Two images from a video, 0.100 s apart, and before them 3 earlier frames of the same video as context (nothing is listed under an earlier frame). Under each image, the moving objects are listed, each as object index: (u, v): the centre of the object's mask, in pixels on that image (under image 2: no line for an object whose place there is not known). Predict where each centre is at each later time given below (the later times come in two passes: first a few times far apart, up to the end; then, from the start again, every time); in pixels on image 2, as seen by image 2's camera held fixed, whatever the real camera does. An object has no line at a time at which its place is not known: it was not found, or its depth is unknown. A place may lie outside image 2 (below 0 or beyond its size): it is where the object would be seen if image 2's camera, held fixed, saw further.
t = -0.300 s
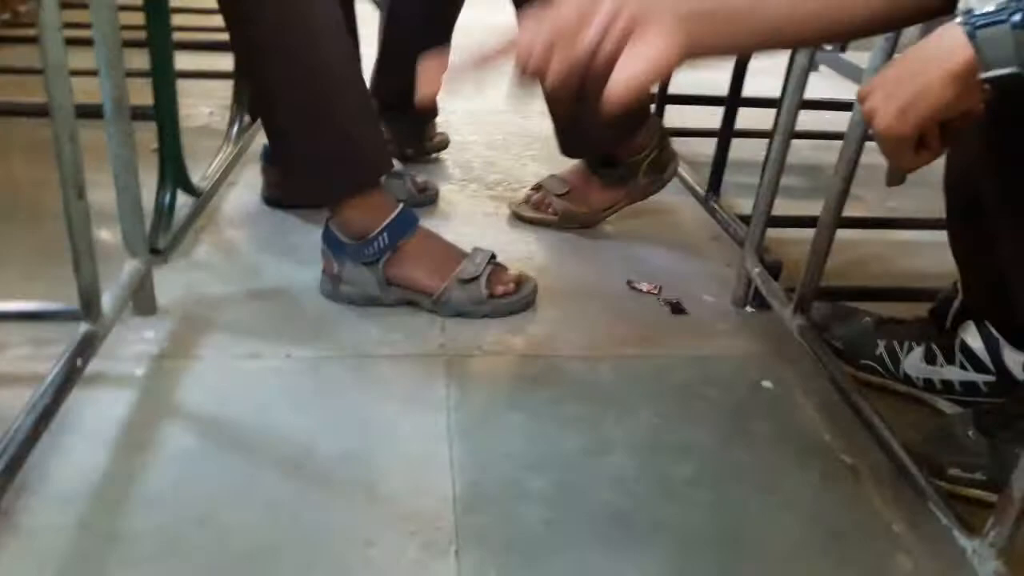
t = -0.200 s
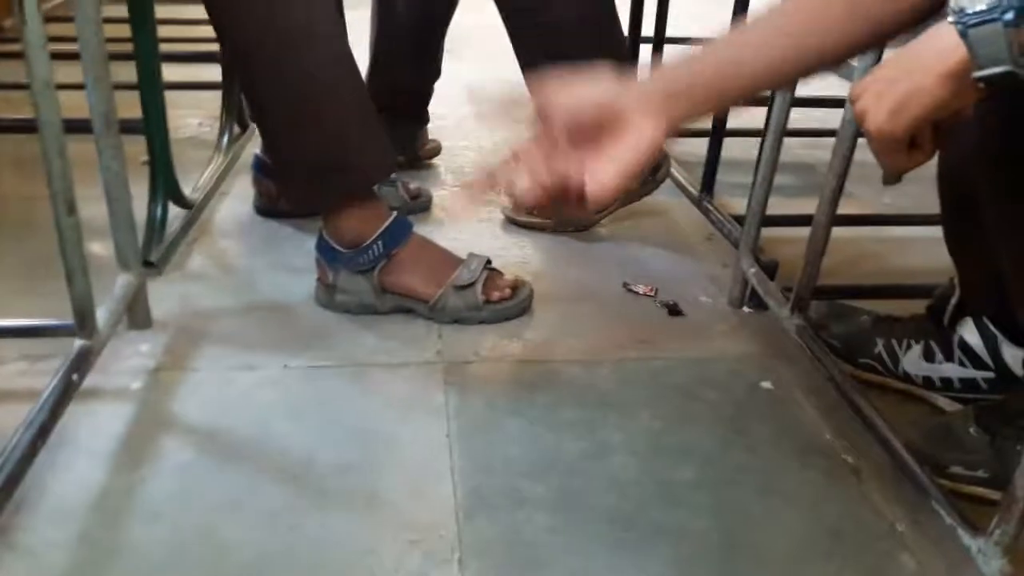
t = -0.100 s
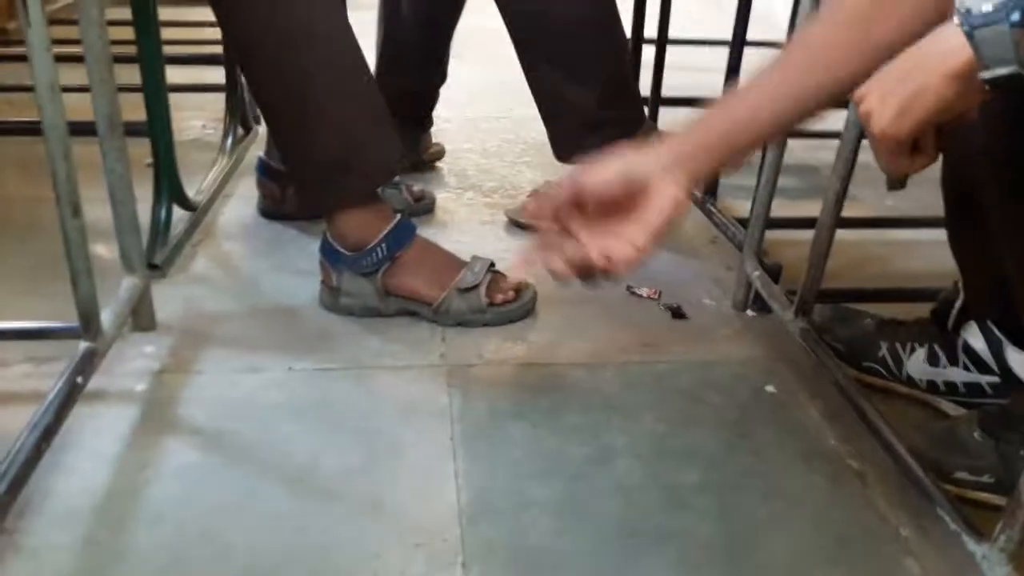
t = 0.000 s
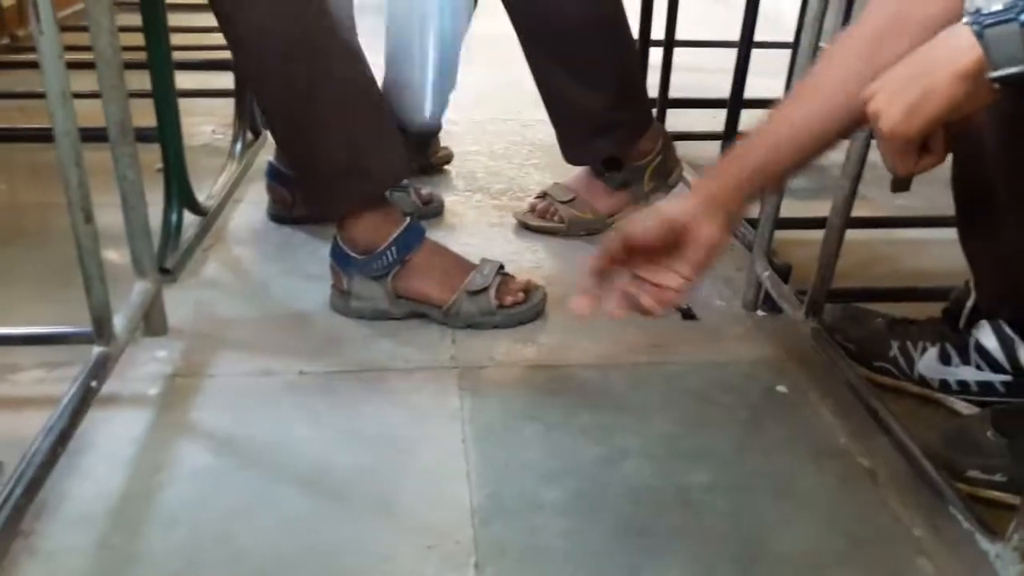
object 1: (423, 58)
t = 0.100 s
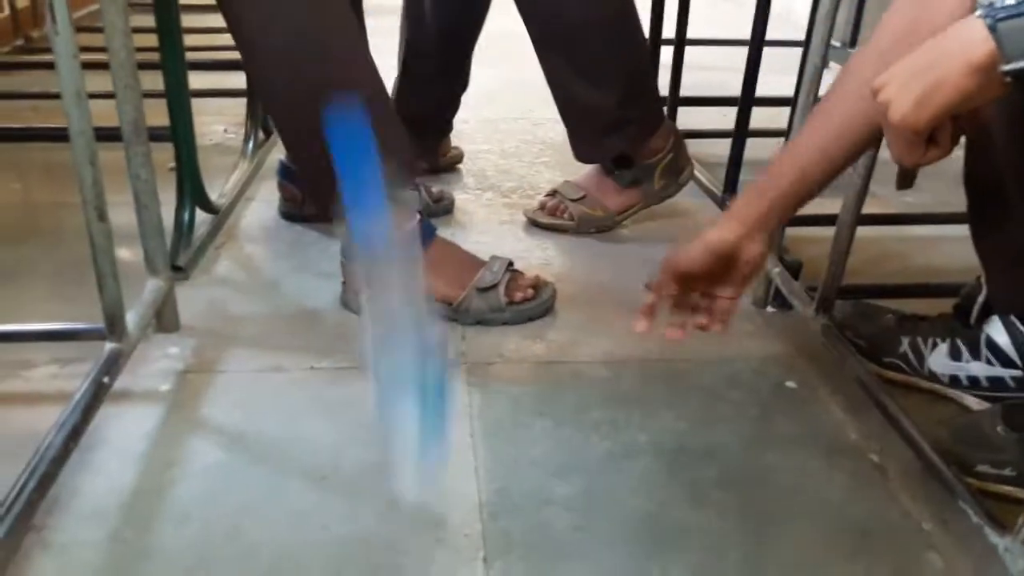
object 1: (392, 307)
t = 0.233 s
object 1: (430, 375)
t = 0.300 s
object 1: (438, 369)
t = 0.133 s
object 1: (405, 396)
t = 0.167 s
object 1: (416, 390)
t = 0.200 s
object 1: (424, 381)
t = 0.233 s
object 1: (430, 375)
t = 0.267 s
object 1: (434, 371)
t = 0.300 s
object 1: (438, 369)
